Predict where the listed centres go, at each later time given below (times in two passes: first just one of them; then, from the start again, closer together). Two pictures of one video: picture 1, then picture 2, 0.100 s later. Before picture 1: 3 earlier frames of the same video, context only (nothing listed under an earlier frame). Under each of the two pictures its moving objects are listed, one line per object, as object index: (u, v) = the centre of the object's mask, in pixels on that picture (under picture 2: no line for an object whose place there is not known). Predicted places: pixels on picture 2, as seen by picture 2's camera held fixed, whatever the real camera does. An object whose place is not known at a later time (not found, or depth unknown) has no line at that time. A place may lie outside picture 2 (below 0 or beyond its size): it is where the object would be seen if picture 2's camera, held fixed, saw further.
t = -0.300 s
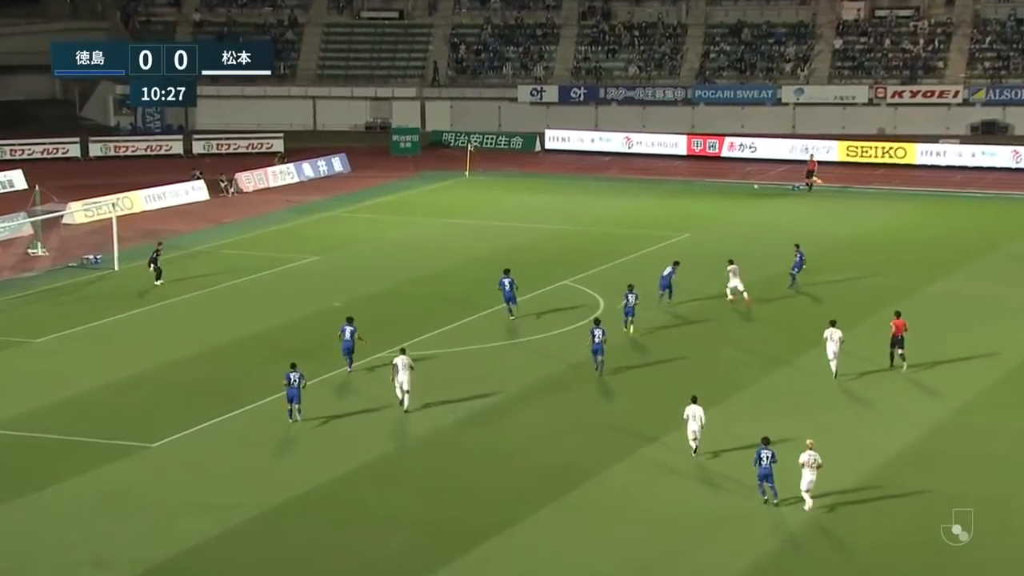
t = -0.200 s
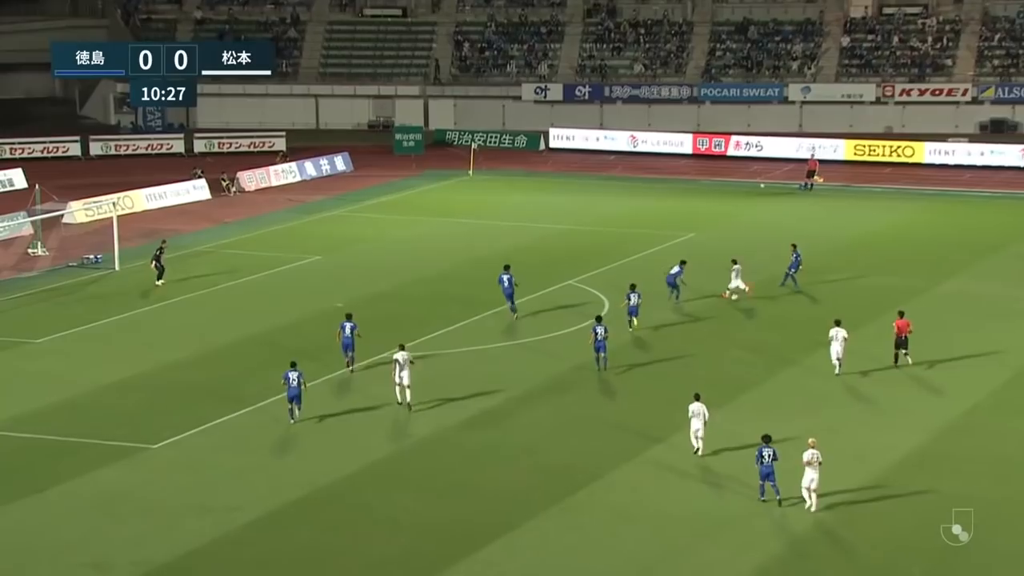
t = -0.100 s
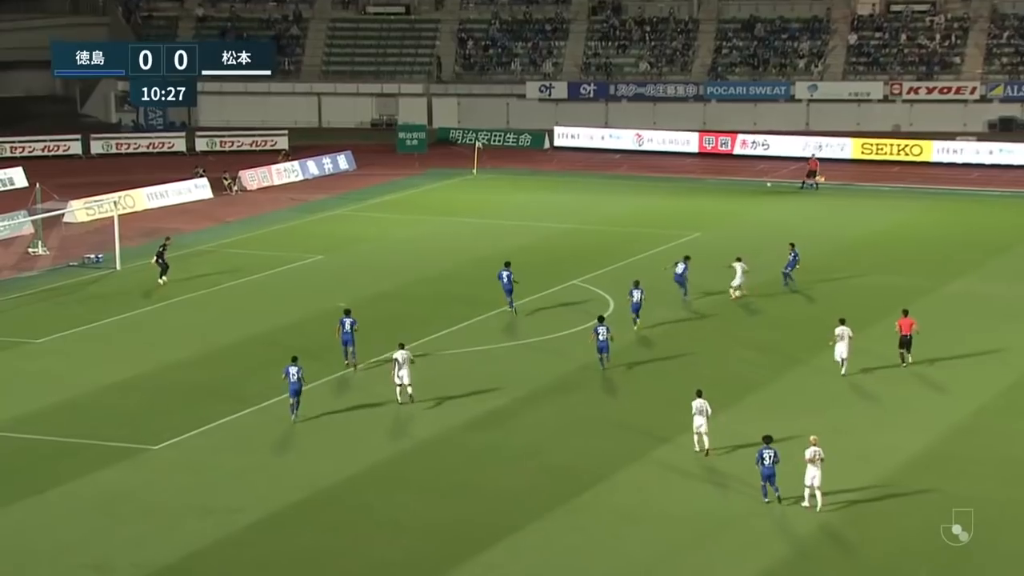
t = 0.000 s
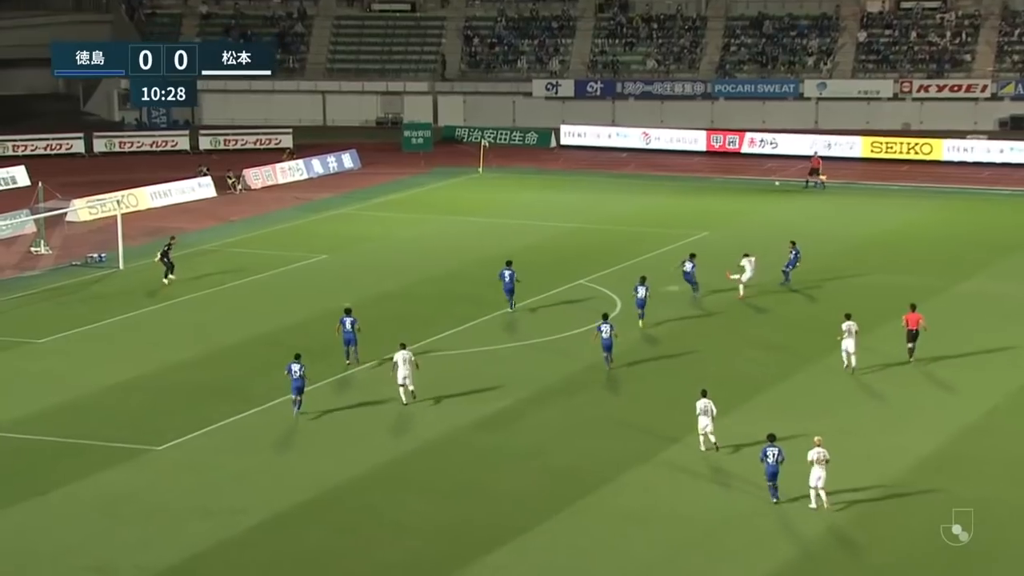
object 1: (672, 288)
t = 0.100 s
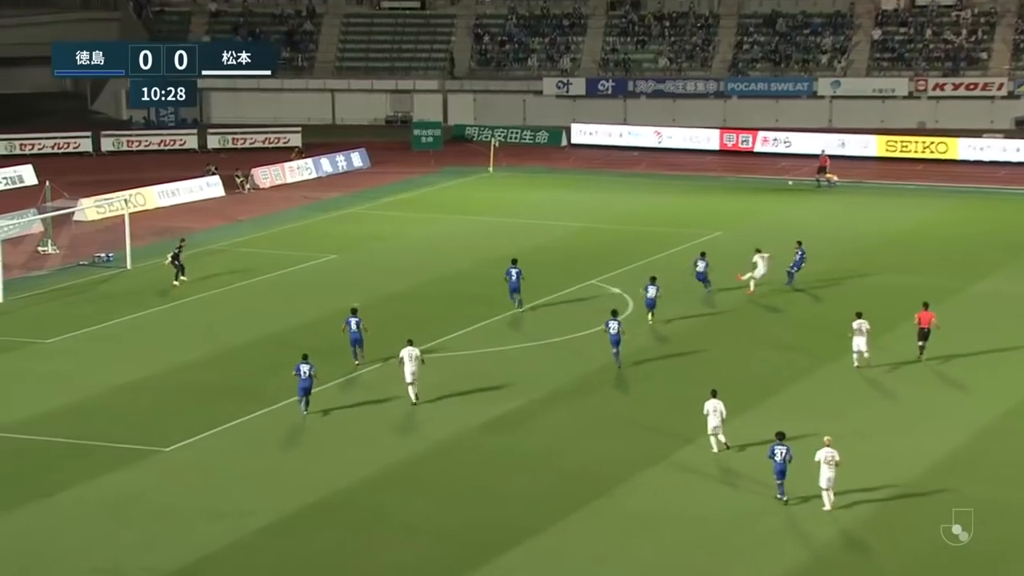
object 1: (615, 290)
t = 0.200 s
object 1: (552, 288)
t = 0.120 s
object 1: (599, 287)
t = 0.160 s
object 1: (573, 287)
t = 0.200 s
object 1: (552, 288)
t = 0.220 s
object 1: (538, 287)
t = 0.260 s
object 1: (517, 286)
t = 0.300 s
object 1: (494, 287)
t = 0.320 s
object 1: (480, 288)
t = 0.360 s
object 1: (458, 290)
